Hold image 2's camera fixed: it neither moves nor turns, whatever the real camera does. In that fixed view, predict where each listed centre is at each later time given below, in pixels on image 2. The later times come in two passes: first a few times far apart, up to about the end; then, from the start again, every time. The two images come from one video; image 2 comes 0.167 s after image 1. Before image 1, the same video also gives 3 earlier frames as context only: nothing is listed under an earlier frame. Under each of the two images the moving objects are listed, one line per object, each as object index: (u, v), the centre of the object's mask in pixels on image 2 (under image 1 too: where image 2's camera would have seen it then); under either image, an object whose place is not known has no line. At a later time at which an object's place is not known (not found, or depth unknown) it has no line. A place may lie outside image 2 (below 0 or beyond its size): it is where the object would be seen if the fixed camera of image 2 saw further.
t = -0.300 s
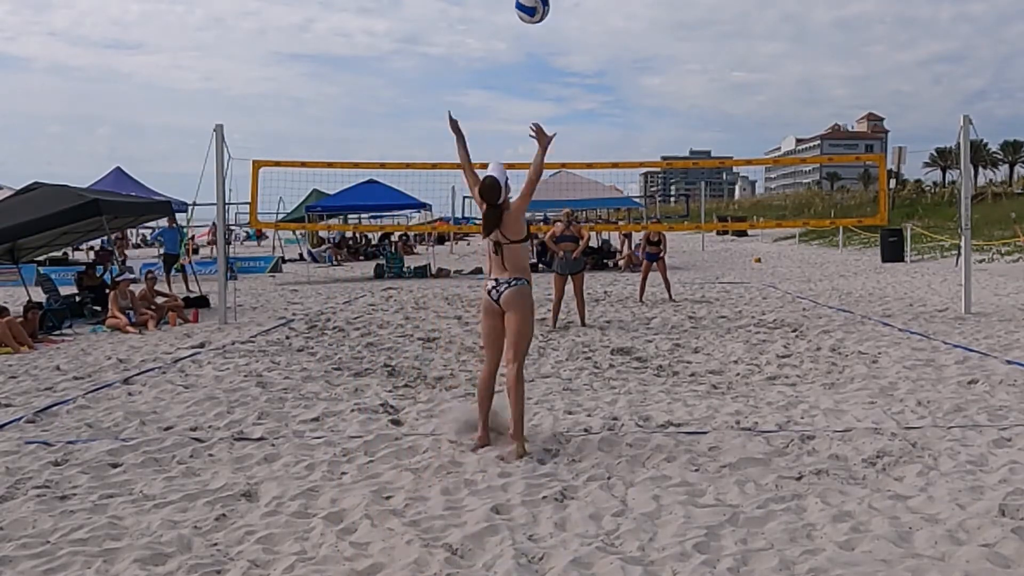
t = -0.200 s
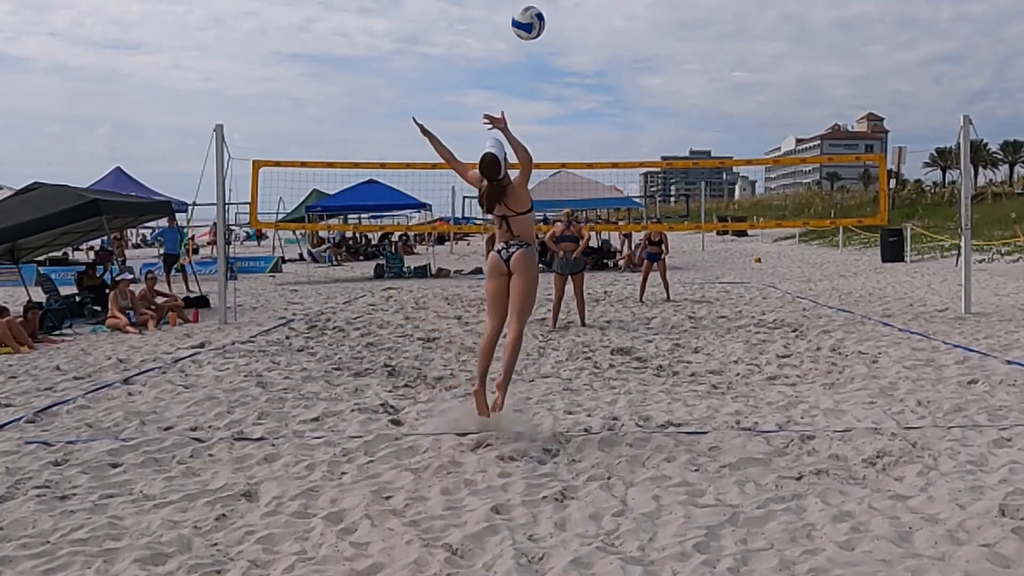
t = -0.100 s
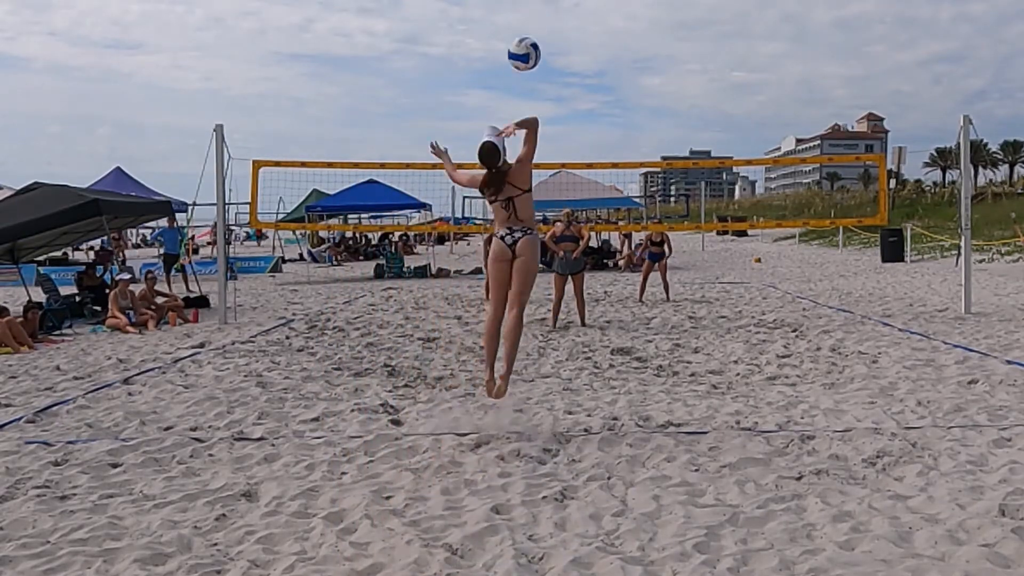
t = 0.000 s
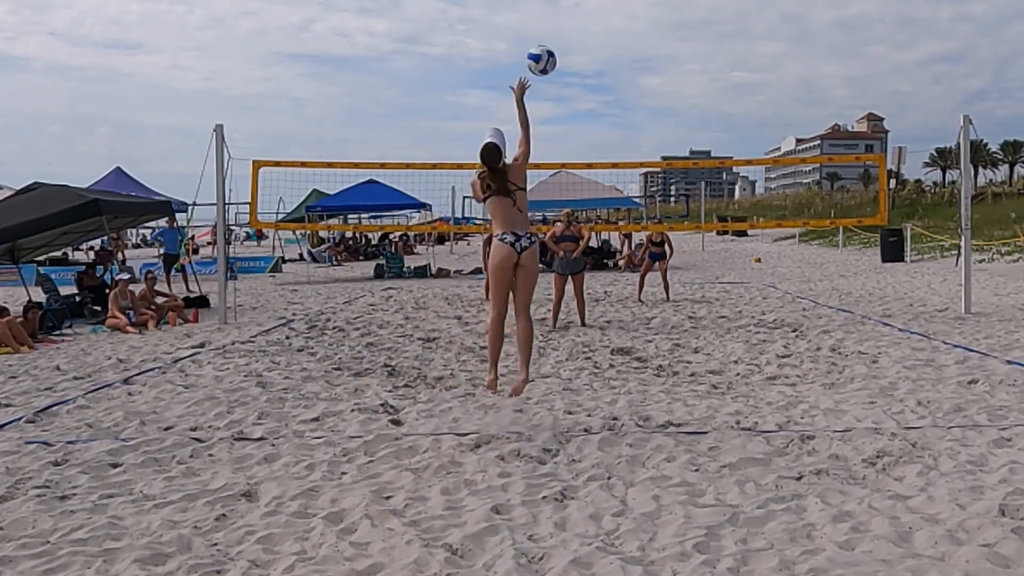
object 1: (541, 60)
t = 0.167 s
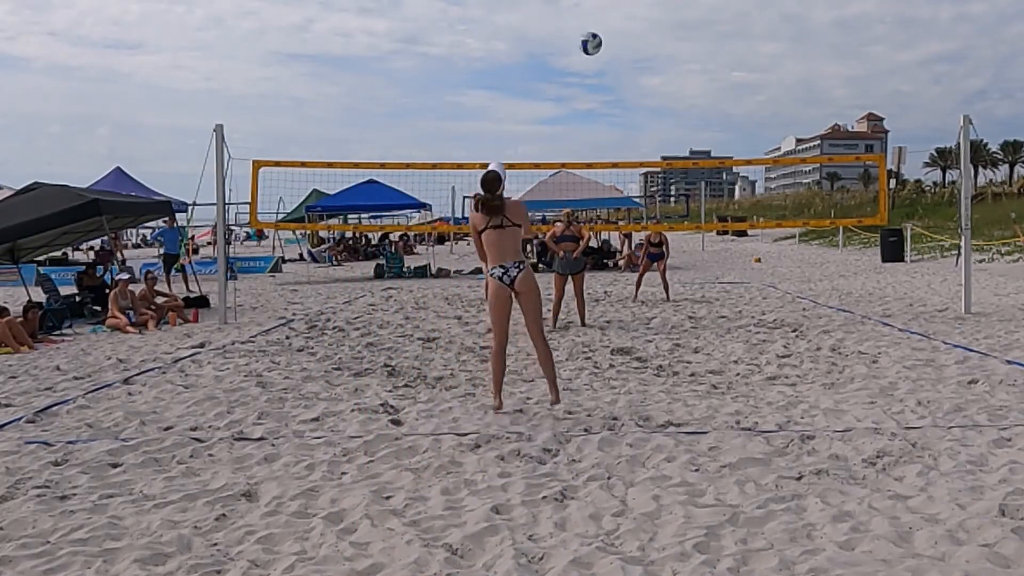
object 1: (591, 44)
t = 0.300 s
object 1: (617, 53)
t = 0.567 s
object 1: (646, 106)
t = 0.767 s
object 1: (661, 156)
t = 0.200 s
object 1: (598, 44)
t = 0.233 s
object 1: (605, 46)
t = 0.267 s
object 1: (611, 49)
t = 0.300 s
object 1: (617, 53)
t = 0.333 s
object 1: (622, 58)
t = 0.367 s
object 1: (626, 63)
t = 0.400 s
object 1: (631, 69)
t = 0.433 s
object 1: (634, 76)
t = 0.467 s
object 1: (637, 83)
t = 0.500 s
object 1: (640, 91)
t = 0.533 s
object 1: (643, 98)
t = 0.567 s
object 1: (646, 106)
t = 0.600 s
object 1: (648, 114)
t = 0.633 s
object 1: (651, 123)
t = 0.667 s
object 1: (653, 131)
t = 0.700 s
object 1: (655, 140)
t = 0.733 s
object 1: (658, 148)
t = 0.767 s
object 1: (661, 156)
